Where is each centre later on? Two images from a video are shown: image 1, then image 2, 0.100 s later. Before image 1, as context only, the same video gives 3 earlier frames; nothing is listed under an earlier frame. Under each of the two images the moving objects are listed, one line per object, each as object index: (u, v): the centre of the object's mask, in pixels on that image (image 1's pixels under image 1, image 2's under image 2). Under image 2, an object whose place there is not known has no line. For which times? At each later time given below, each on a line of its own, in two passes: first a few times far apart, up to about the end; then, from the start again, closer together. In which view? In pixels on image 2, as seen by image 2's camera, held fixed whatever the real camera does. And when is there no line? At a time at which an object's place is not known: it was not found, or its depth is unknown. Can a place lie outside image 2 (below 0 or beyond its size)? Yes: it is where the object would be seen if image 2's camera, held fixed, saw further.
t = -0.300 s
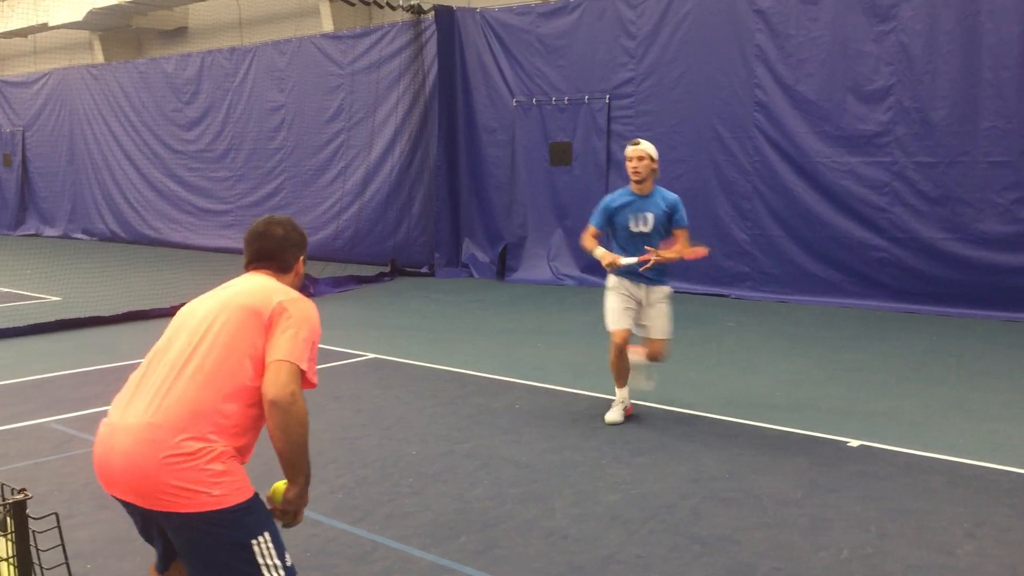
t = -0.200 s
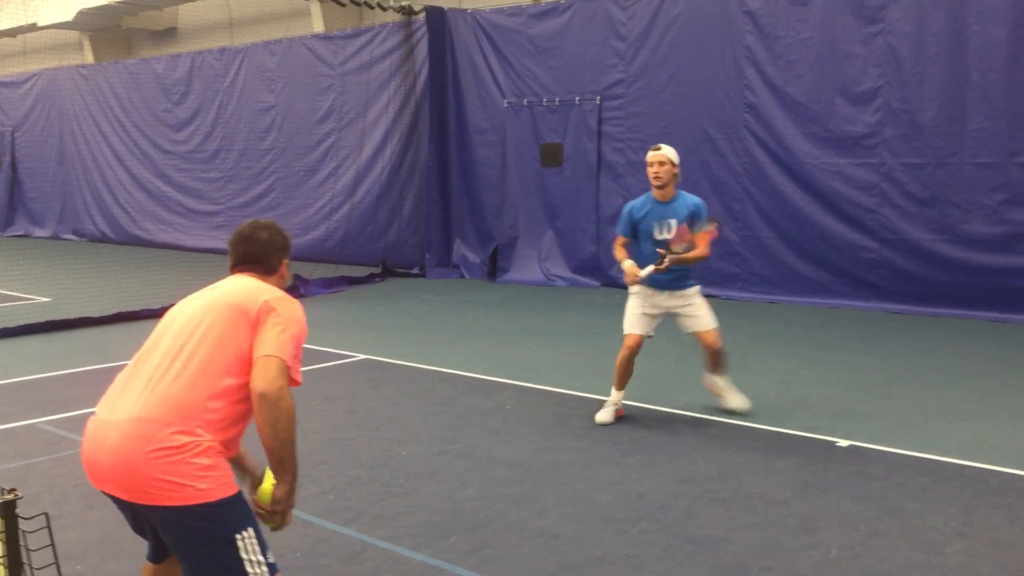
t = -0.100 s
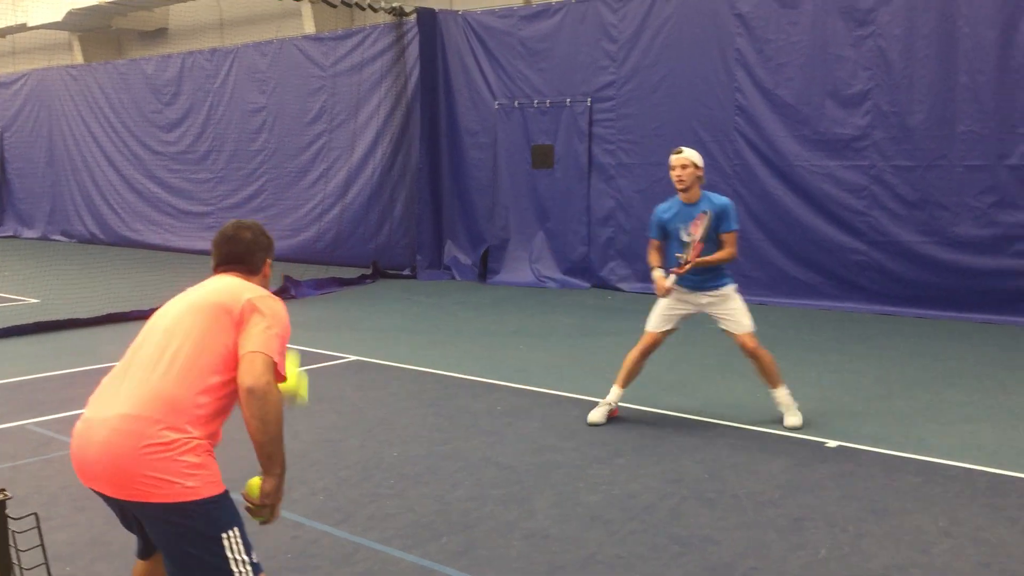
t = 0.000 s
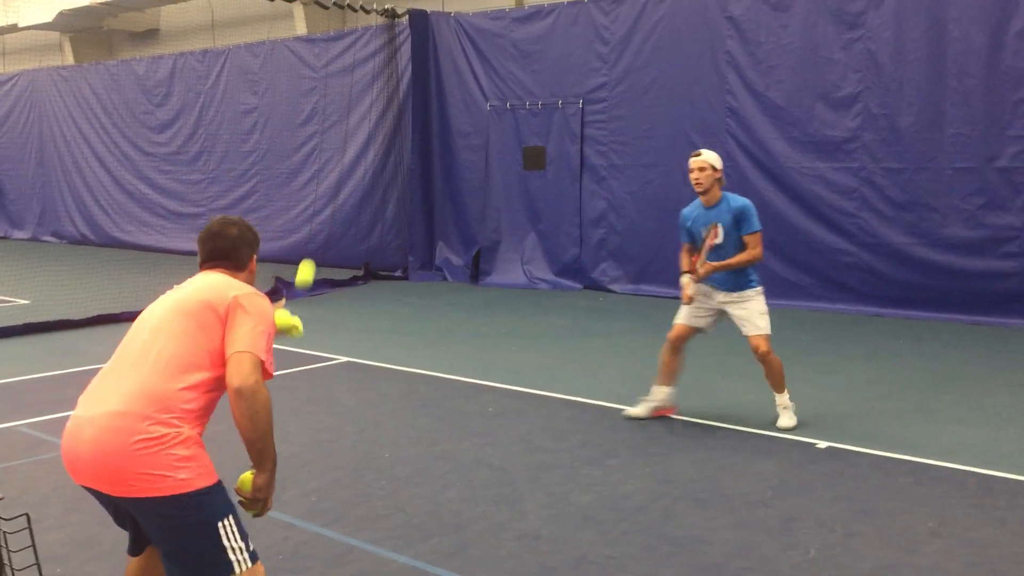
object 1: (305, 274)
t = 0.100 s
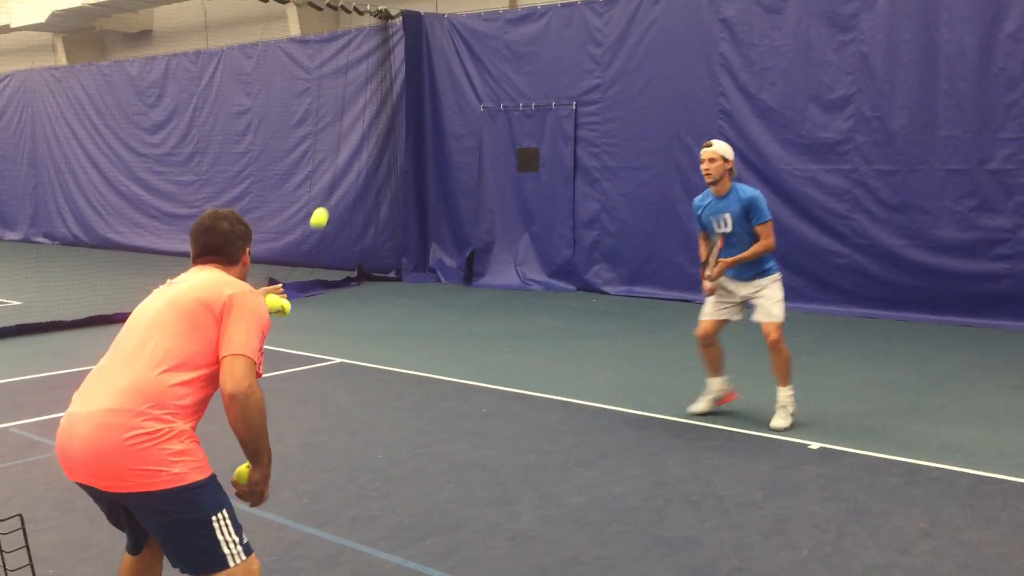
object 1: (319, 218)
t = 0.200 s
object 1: (337, 192)
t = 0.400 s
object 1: (368, 207)
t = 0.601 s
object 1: (391, 280)
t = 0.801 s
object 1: (407, 389)
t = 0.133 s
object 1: (325, 207)
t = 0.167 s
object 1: (331, 198)
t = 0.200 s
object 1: (337, 192)
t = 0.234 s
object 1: (343, 189)
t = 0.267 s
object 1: (348, 189)
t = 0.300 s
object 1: (353, 190)
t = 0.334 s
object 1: (358, 194)
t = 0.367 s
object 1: (363, 199)
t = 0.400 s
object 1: (368, 207)
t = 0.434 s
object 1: (372, 215)
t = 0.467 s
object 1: (376, 226)
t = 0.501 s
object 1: (380, 238)
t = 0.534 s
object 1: (384, 251)
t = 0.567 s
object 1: (388, 265)
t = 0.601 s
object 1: (391, 280)
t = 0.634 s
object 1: (395, 296)
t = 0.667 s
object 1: (398, 313)
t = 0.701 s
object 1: (401, 331)
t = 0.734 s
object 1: (403, 350)
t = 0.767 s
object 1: (405, 369)
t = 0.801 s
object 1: (407, 389)
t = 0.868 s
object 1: (412, 354)
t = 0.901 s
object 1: (413, 335)
